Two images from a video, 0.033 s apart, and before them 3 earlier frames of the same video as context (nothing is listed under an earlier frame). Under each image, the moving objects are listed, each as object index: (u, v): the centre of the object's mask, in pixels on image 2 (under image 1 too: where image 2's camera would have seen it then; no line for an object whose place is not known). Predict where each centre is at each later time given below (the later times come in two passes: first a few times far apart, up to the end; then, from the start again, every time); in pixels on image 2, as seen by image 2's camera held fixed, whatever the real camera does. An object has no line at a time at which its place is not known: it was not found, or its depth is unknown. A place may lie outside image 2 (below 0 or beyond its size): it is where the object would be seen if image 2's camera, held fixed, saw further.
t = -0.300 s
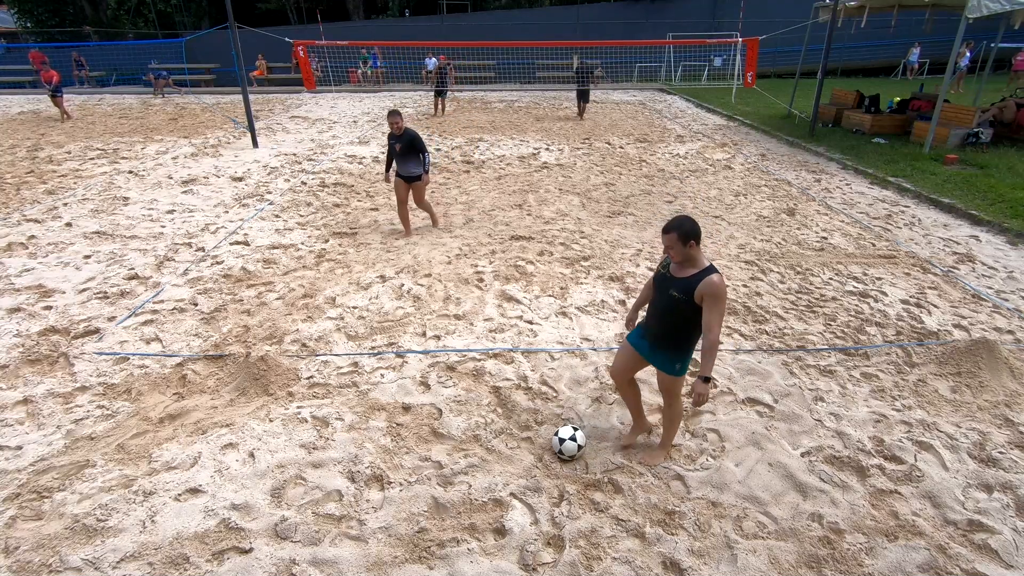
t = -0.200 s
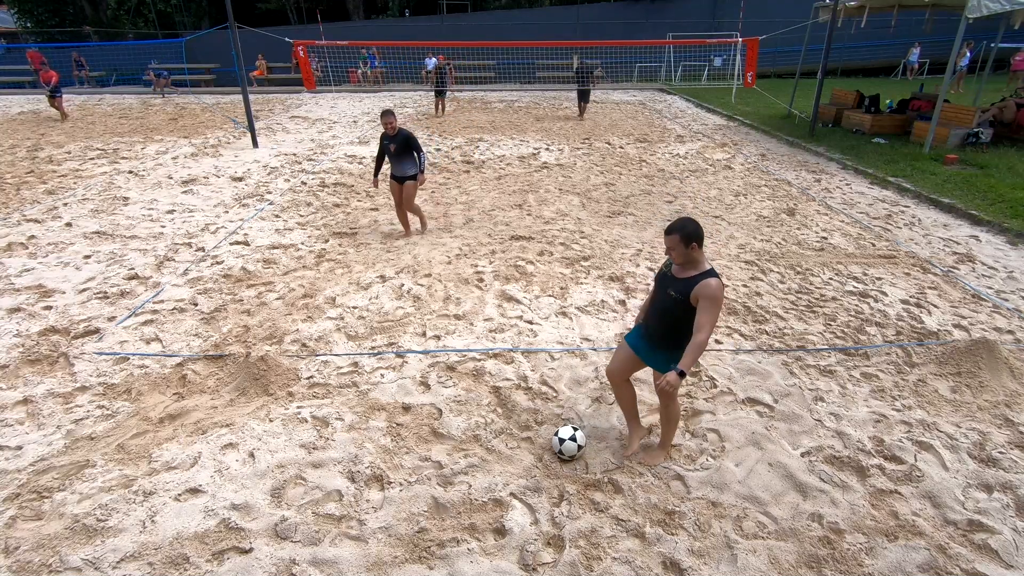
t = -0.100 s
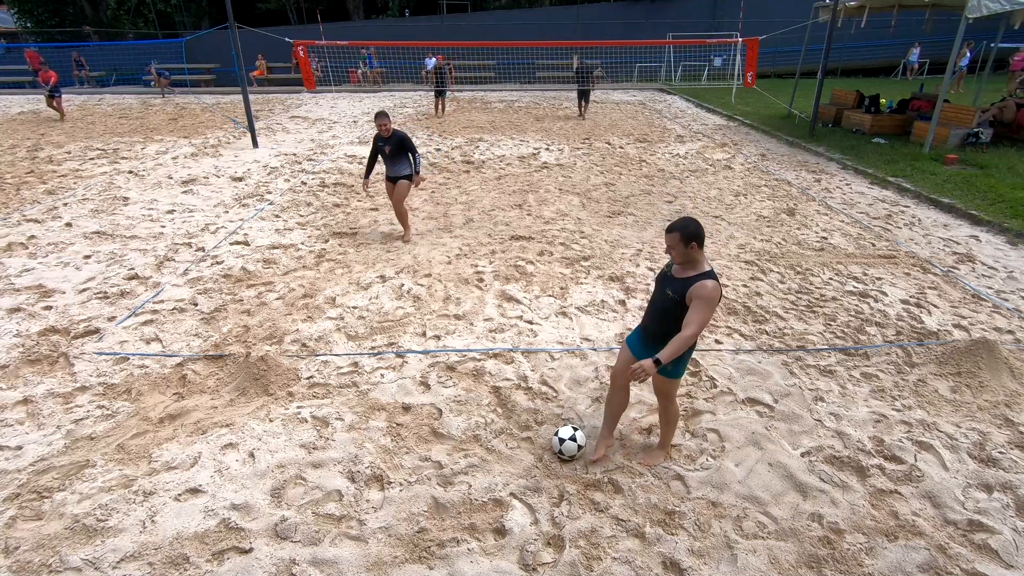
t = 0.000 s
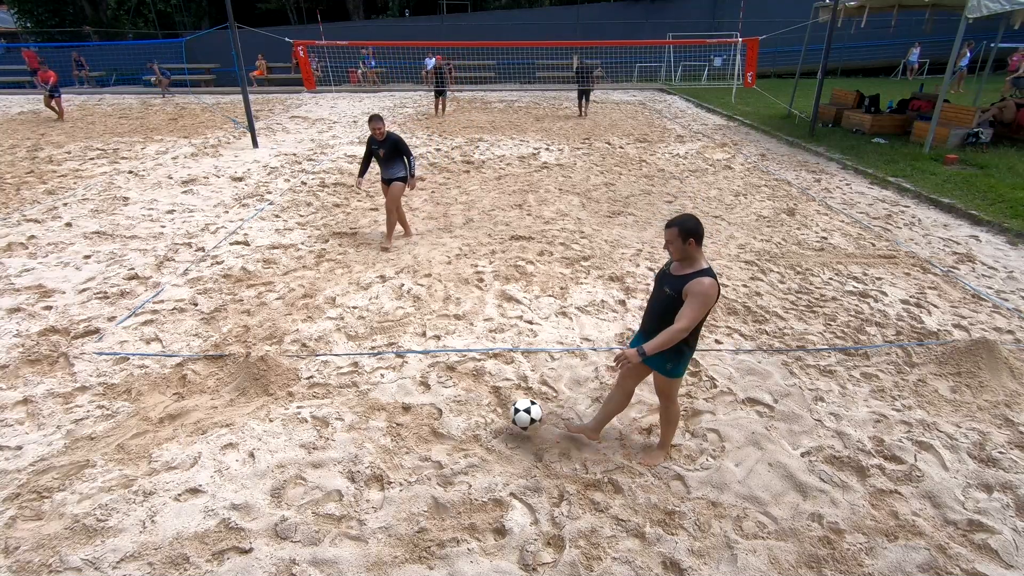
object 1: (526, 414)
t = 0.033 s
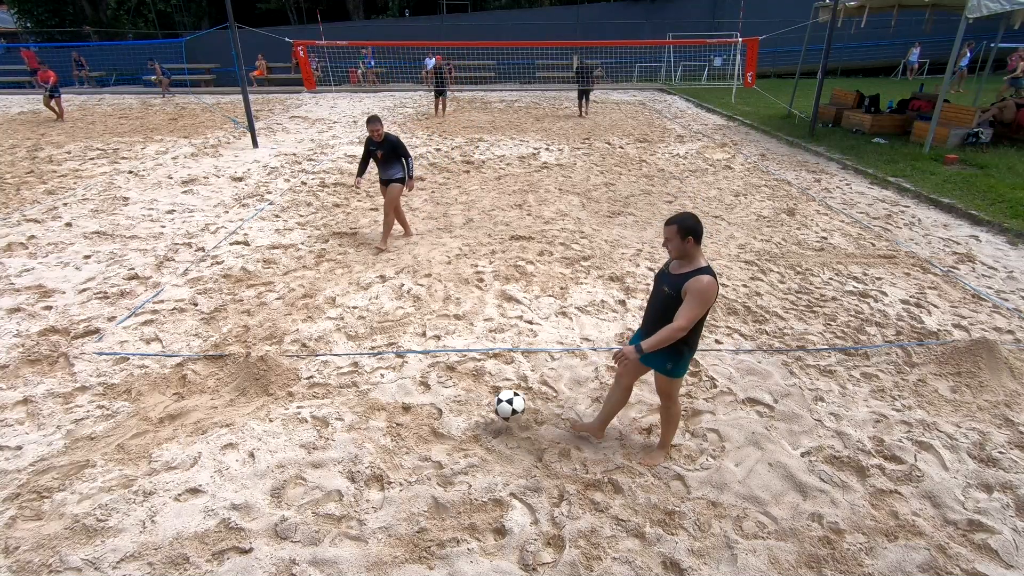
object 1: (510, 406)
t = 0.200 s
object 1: (434, 384)
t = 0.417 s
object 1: (384, 371)
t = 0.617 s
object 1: (352, 372)
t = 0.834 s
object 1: (323, 370)
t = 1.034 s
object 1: (309, 367)
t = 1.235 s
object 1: (296, 366)
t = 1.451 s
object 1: (290, 372)
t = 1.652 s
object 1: (291, 375)
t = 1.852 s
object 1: (289, 375)
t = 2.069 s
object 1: (291, 374)
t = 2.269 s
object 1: (290, 374)
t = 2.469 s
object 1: (290, 374)
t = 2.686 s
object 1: (290, 374)
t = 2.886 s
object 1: (290, 374)
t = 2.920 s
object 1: (290, 374)
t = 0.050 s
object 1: (501, 402)
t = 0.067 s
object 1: (494, 399)
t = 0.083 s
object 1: (486, 396)
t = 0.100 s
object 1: (477, 393)
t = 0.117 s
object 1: (470, 390)
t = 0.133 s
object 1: (462, 389)
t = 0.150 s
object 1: (455, 387)
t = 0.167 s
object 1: (448, 385)
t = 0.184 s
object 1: (441, 385)
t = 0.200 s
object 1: (434, 384)
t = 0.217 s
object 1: (427, 385)
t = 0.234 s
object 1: (420, 384)
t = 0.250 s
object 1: (415, 384)
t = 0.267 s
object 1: (410, 383)
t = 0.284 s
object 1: (407, 380)
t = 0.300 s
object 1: (404, 378)
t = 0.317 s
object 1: (401, 376)
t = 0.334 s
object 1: (397, 374)
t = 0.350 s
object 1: (395, 373)
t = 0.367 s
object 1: (392, 372)
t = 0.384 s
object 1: (390, 371)
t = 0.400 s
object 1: (387, 371)
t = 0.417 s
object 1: (384, 371)
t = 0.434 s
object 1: (381, 371)
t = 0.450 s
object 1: (379, 372)
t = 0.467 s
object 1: (376, 373)
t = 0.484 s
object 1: (373, 374)
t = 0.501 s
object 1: (371, 374)
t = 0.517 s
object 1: (368, 374)
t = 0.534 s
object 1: (366, 374)
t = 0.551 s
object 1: (363, 373)
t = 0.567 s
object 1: (359, 373)
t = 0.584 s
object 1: (357, 373)
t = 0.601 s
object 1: (355, 373)
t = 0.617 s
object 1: (352, 372)
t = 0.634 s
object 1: (349, 371)
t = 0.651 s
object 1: (347, 370)
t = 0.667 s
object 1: (344, 369)
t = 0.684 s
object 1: (343, 369)
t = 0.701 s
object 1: (340, 369)
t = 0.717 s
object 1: (338, 369)
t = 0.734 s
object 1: (335, 369)
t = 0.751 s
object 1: (332, 370)
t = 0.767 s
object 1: (330, 370)
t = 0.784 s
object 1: (329, 372)
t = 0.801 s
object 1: (326, 372)
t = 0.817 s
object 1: (325, 370)
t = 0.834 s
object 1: (323, 370)
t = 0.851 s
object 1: (321, 370)
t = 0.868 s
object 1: (320, 369)
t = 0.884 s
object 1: (319, 369)
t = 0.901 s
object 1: (317, 368)
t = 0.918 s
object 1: (316, 368)
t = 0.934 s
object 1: (315, 368)
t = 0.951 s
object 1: (314, 367)
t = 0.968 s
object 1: (313, 367)
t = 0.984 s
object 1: (312, 367)
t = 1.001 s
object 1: (310, 367)
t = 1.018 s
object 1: (309, 366)
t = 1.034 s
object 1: (309, 367)
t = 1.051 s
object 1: (308, 367)
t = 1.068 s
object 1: (306, 366)
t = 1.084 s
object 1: (305, 365)
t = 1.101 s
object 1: (304, 365)
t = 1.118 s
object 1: (303, 365)
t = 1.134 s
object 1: (302, 365)
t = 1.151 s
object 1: (301, 365)
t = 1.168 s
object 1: (300, 365)
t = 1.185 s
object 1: (299, 365)
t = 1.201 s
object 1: (298, 366)
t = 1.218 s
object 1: (297, 366)
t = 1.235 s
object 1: (296, 366)
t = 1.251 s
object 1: (295, 366)
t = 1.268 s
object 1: (294, 367)
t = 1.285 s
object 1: (293, 368)
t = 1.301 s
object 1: (292, 368)
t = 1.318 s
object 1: (291, 368)
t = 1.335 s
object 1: (291, 368)
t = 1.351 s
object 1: (290, 368)
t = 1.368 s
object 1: (290, 369)
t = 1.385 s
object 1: (290, 369)
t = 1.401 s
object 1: (290, 370)
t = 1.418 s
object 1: (289, 370)
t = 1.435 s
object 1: (290, 371)
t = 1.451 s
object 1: (290, 372)
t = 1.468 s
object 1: (290, 372)
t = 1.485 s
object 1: (290, 372)
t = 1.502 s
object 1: (290, 373)
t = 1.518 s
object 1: (290, 374)
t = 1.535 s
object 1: (291, 374)
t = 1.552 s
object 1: (291, 374)
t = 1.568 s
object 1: (291, 374)
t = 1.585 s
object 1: (291, 375)
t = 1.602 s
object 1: (291, 375)
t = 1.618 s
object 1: (291, 375)
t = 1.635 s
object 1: (291, 375)
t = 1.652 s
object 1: (291, 375)
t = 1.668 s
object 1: (291, 375)
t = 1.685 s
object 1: (290, 375)
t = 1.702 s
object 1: (290, 375)
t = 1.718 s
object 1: (290, 375)
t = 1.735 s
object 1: (290, 375)
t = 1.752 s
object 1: (290, 375)
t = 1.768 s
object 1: (290, 375)
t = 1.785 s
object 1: (290, 375)
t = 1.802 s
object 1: (290, 375)
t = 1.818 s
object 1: (290, 375)
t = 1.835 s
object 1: (289, 375)
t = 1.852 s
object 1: (289, 375)
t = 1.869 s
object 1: (289, 375)
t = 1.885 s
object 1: (290, 374)
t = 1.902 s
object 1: (290, 374)
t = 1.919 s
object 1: (290, 374)
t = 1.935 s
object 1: (290, 374)
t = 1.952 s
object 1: (290, 374)
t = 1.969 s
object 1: (290, 374)
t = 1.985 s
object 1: (290, 374)
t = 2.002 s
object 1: (291, 374)
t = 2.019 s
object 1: (291, 374)
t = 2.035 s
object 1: (291, 374)
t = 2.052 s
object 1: (291, 374)
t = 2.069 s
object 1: (291, 374)
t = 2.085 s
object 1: (290, 374)
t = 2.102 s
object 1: (291, 374)
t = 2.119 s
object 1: (291, 374)
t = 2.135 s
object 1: (290, 374)
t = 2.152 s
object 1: (290, 374)
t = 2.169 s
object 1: (290, 374)
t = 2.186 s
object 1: (290, 374)
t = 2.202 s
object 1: (290, 374)
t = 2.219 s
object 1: (290, 374)
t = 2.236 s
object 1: (290, 374)
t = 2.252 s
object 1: (290, 374)
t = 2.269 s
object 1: (290, 374)
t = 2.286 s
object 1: (290, 374)
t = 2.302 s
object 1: (290, 374)
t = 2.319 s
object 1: (290, 374)
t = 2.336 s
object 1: (290, 374)
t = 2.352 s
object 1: (290, 374)
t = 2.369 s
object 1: (290, 374)
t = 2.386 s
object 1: (290, 374)
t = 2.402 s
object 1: (290, 374)
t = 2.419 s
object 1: (290, 374)
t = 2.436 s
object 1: (290, 374)
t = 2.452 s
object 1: (290, 374)
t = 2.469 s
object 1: (290, 374)
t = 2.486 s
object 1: (290, 374)
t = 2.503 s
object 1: (290, 374)
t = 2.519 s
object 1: (290, 374)
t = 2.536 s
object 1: (290, 374)
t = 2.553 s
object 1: (290, 374)
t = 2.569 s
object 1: (290, 374)
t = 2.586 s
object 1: (290, 374)
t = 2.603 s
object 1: (290, 374)
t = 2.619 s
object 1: (290, 374)
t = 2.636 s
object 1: (290, 374)
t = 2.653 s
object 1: (290, 374)
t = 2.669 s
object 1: (290, 374)
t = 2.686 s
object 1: (290, 374)
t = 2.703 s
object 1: (290, 374)
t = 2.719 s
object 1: (290, 374)
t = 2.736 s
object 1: (290, 374)
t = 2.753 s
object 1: (290, 374)
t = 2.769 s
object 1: (290, 374)
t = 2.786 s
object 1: (290, 374)
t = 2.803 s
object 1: (290, 374)
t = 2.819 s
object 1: (290, 374)
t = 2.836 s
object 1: (290, 374)
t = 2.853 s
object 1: (290, 374)
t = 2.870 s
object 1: (290, 374)
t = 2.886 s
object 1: (290, 374)
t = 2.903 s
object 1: (290, 374)
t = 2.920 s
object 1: (290, 374)
